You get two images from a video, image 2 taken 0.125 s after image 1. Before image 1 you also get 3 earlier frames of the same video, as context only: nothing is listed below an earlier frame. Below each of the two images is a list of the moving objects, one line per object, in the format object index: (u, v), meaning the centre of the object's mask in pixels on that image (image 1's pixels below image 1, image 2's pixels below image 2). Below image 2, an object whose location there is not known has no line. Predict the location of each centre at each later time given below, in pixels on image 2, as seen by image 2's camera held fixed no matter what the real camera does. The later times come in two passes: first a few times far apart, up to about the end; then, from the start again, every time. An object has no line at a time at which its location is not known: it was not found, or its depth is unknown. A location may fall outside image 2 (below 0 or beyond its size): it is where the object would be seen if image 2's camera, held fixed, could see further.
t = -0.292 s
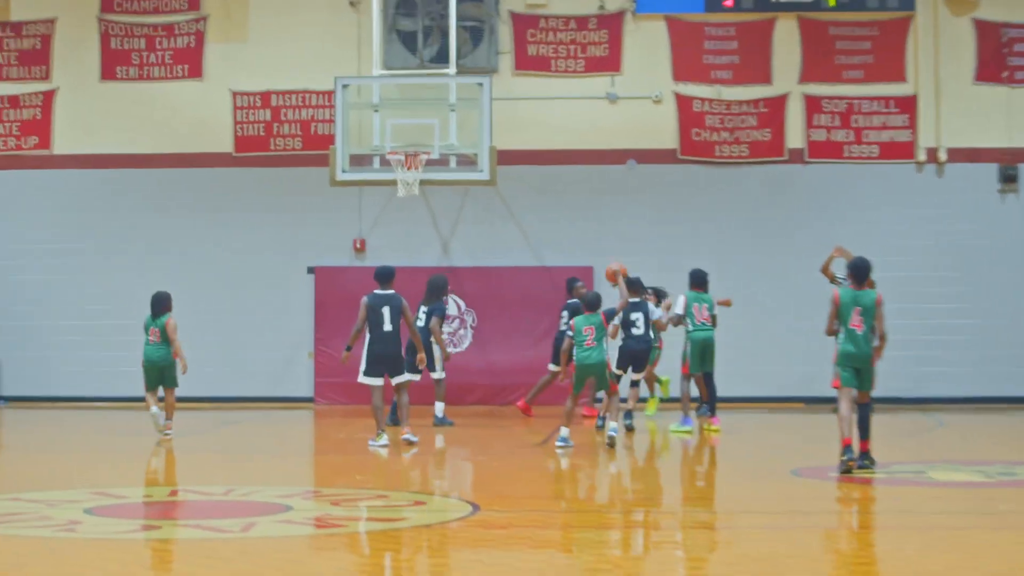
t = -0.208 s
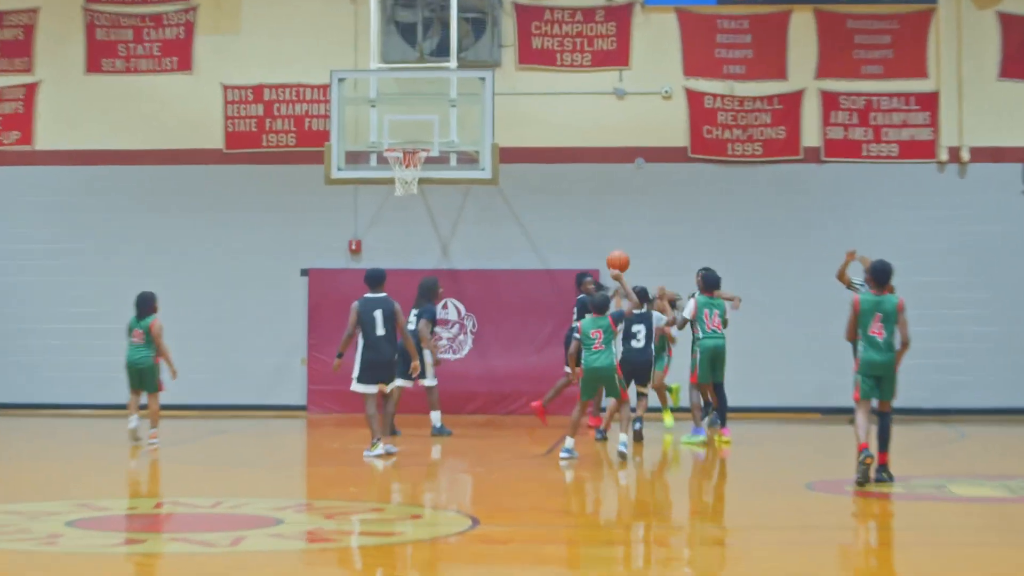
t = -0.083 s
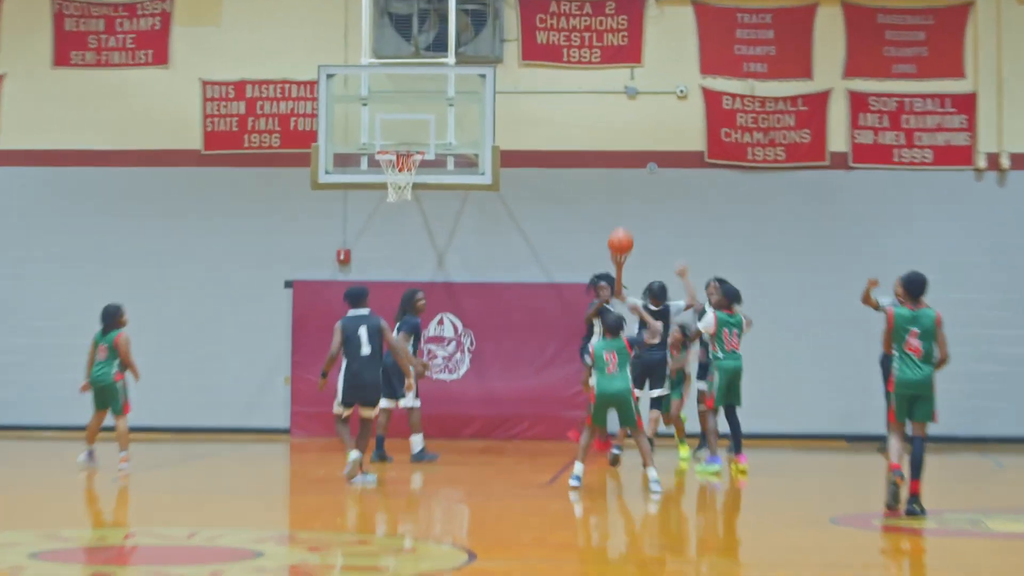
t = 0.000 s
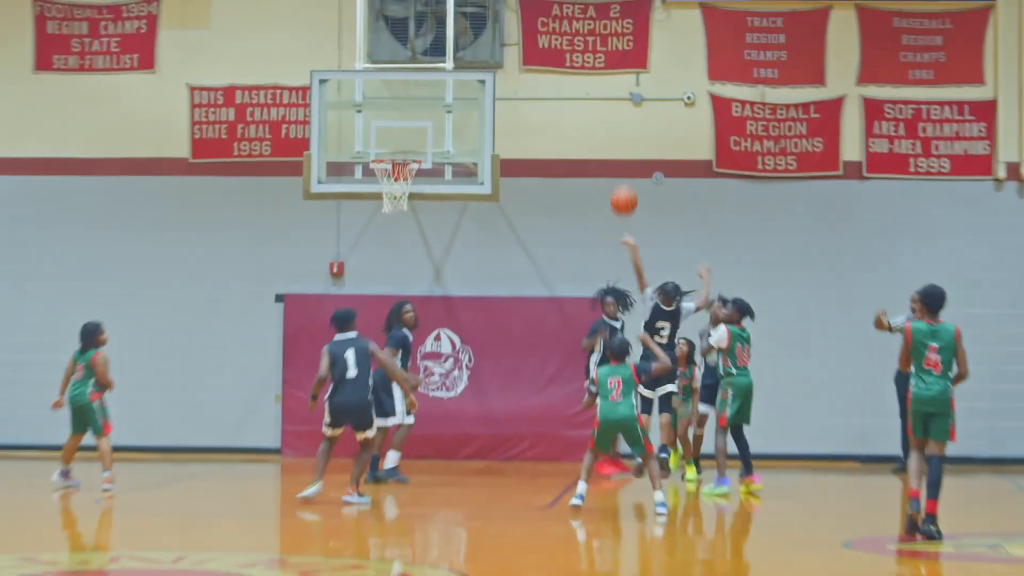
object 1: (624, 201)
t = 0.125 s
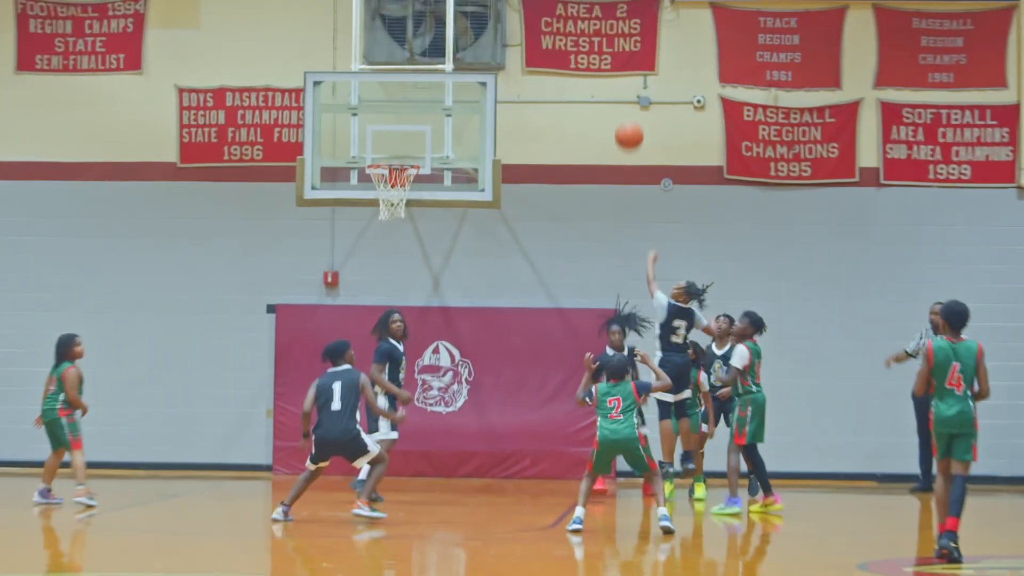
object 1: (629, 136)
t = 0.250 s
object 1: (627, 78)
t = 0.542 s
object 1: (620, 21)
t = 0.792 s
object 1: (614, 48)
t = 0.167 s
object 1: (628, 115)
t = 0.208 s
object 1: (628, 97)
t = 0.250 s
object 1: (627, 78)
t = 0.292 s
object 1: (626, 64)
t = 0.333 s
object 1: (625, 52)
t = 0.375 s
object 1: (624, 41)
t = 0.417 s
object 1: (623, 31)
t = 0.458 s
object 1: (622, 24)
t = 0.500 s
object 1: (621, 22)
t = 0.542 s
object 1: (620, 21)
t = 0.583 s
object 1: (619, 22)
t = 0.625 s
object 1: (618, 23)
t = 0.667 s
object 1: (617, 25)
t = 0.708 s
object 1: (616, 29)
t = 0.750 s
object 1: (615, 37)
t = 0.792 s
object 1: (614, 48)
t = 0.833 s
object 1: (615, 61)
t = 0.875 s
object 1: (614, 78)
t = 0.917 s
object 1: (613, 98)
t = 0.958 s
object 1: (614, 119)
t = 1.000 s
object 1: (612, 144)
